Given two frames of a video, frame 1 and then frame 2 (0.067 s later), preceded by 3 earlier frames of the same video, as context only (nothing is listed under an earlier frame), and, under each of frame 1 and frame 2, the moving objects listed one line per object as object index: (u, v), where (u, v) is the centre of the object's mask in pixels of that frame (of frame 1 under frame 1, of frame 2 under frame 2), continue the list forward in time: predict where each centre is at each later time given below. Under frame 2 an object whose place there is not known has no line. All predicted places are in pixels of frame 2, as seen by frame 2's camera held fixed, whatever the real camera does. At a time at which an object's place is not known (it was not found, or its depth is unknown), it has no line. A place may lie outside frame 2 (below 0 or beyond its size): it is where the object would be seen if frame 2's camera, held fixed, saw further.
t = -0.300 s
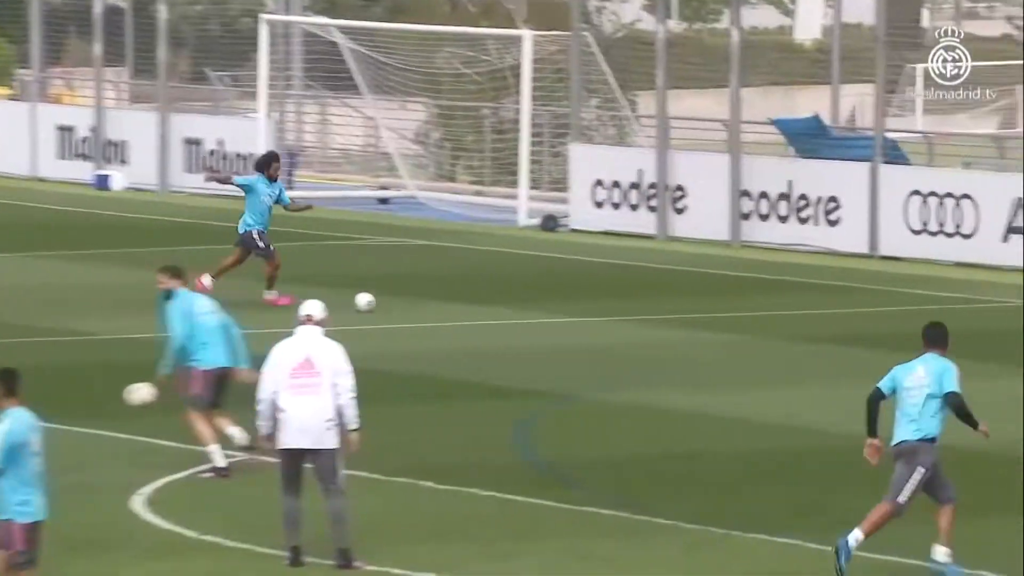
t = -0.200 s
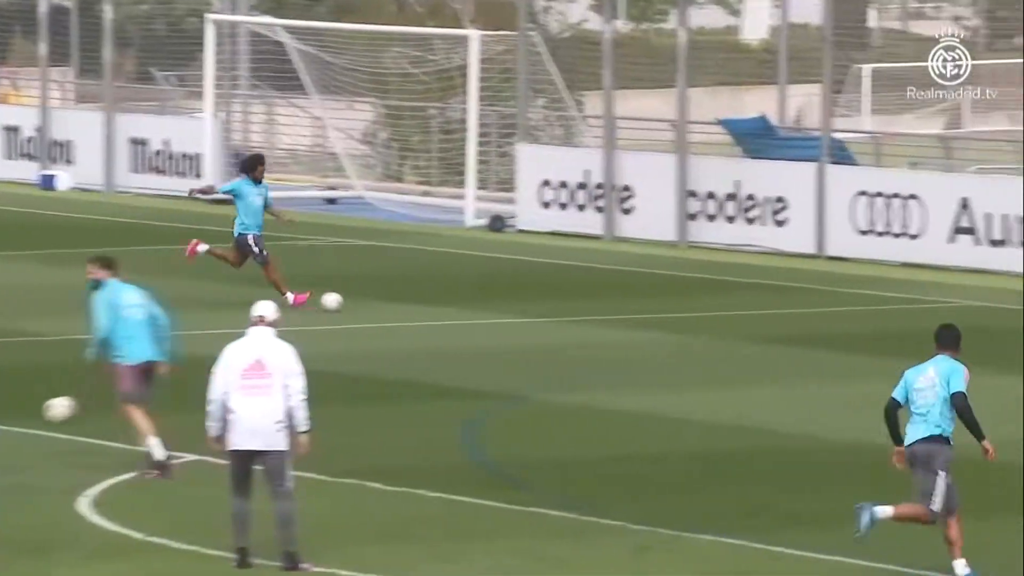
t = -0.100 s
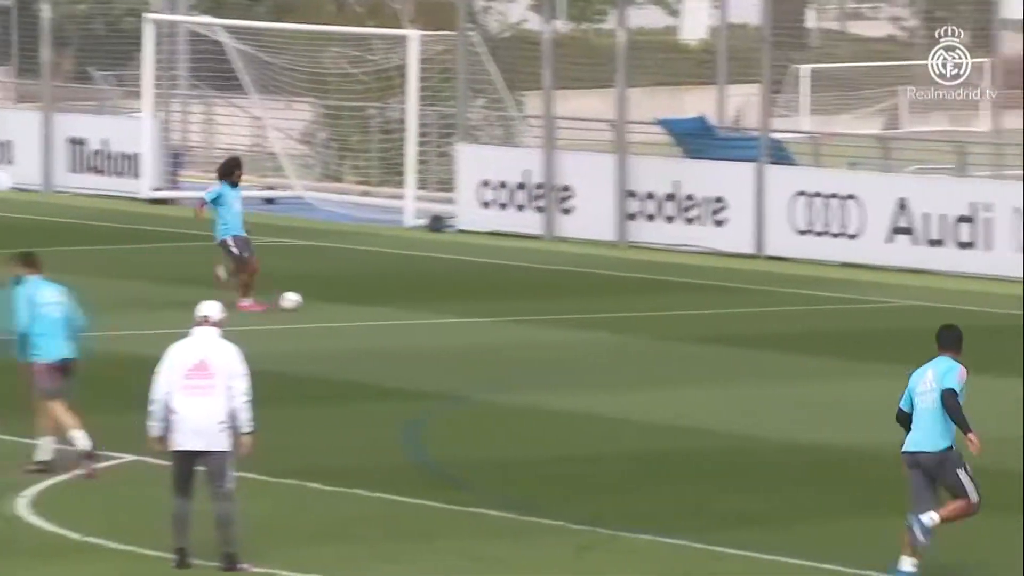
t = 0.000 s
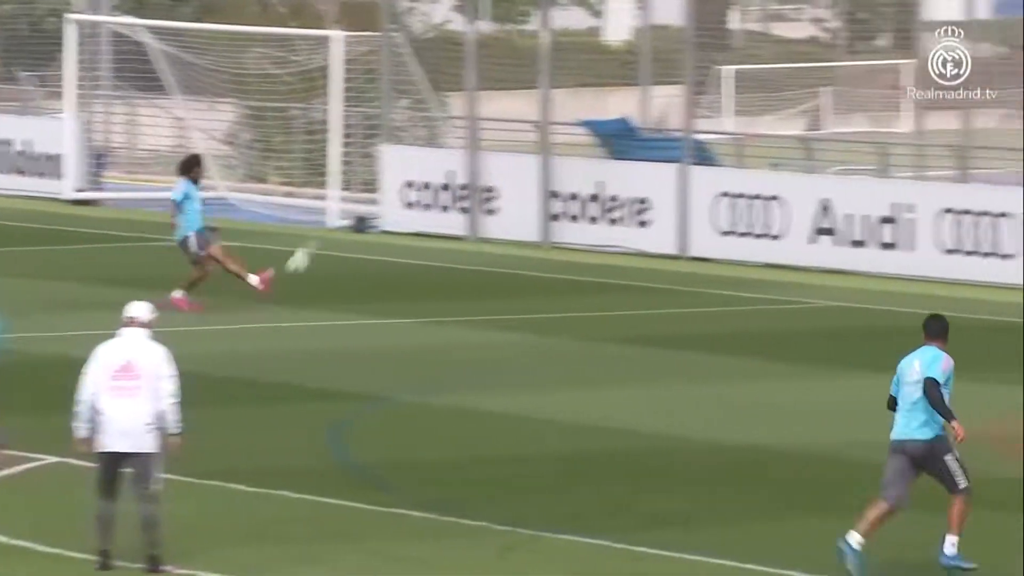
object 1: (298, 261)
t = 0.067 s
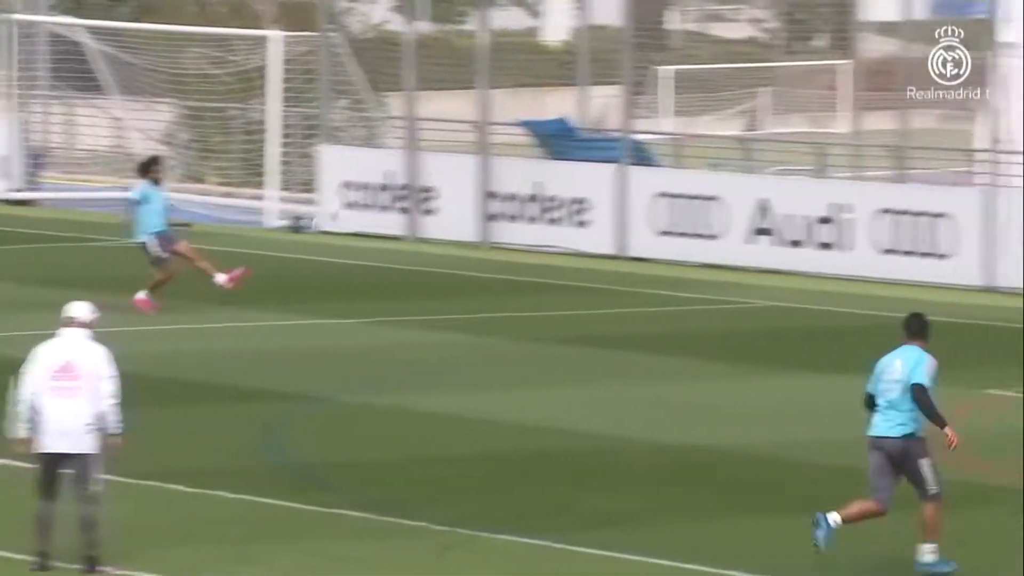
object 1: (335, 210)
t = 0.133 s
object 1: (412, 169)
